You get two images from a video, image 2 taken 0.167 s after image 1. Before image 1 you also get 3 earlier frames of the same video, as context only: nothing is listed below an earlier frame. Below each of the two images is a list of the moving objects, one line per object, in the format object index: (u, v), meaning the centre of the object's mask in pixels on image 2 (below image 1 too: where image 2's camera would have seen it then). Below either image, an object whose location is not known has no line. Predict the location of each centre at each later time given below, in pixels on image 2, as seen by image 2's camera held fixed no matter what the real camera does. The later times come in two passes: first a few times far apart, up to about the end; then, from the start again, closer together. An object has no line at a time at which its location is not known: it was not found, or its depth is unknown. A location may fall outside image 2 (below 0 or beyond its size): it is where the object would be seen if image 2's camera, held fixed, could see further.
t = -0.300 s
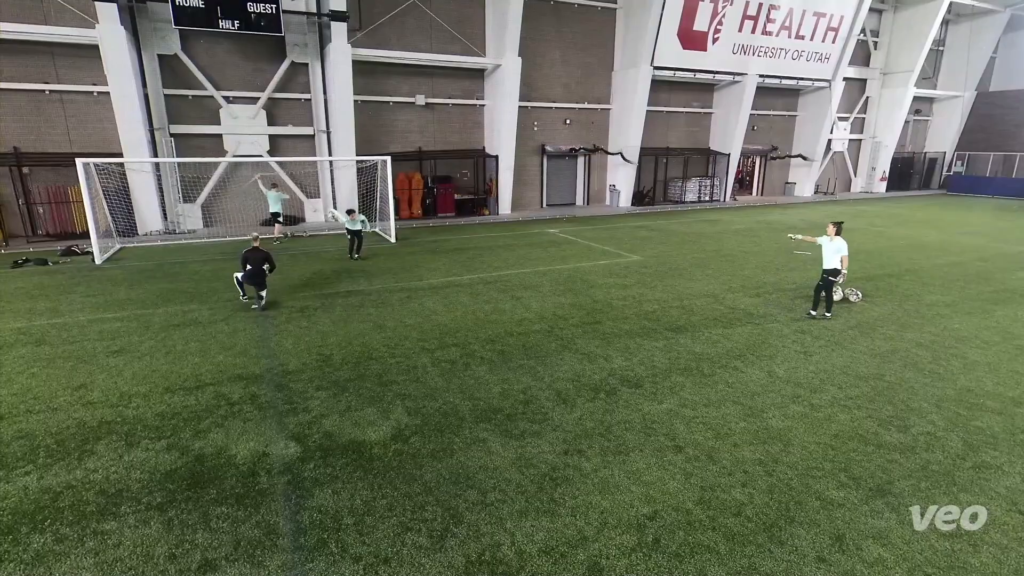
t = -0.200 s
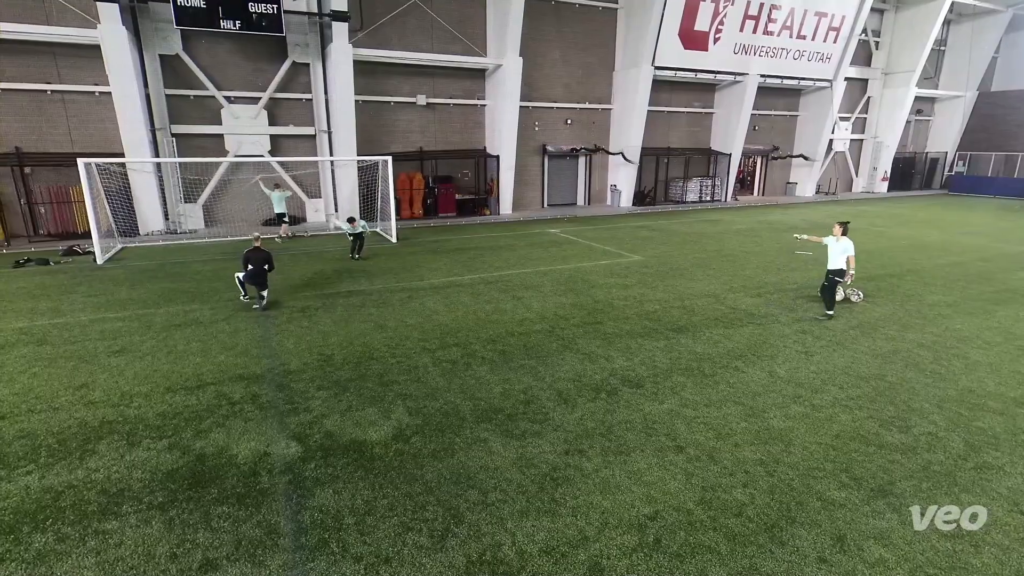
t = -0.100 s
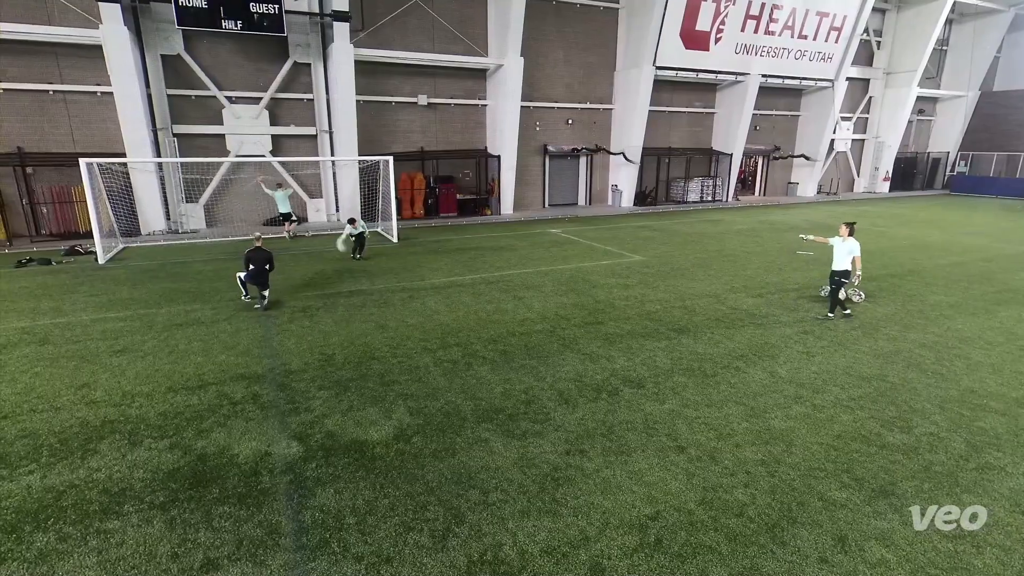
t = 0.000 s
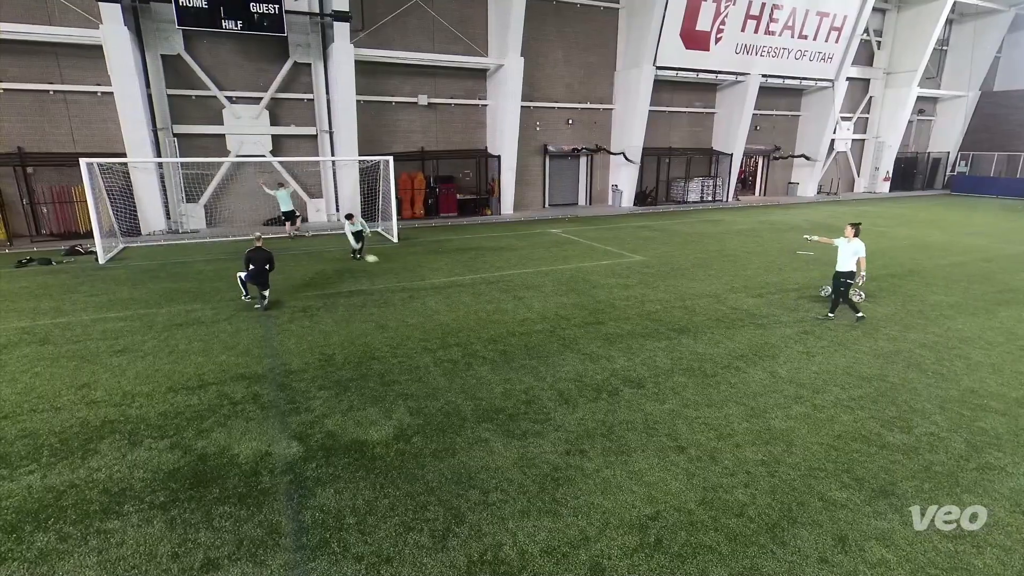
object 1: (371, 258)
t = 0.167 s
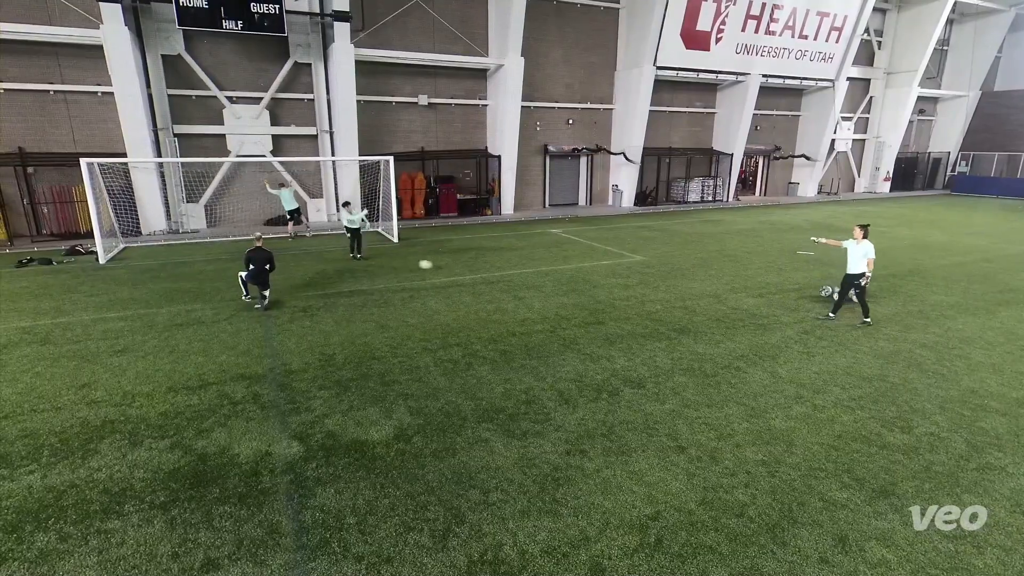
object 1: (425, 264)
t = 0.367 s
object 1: (488, 271)
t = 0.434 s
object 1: (510, 276)
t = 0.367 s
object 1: (488, 271)
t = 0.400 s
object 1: (499, 274)
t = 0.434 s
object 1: (510, 276)
